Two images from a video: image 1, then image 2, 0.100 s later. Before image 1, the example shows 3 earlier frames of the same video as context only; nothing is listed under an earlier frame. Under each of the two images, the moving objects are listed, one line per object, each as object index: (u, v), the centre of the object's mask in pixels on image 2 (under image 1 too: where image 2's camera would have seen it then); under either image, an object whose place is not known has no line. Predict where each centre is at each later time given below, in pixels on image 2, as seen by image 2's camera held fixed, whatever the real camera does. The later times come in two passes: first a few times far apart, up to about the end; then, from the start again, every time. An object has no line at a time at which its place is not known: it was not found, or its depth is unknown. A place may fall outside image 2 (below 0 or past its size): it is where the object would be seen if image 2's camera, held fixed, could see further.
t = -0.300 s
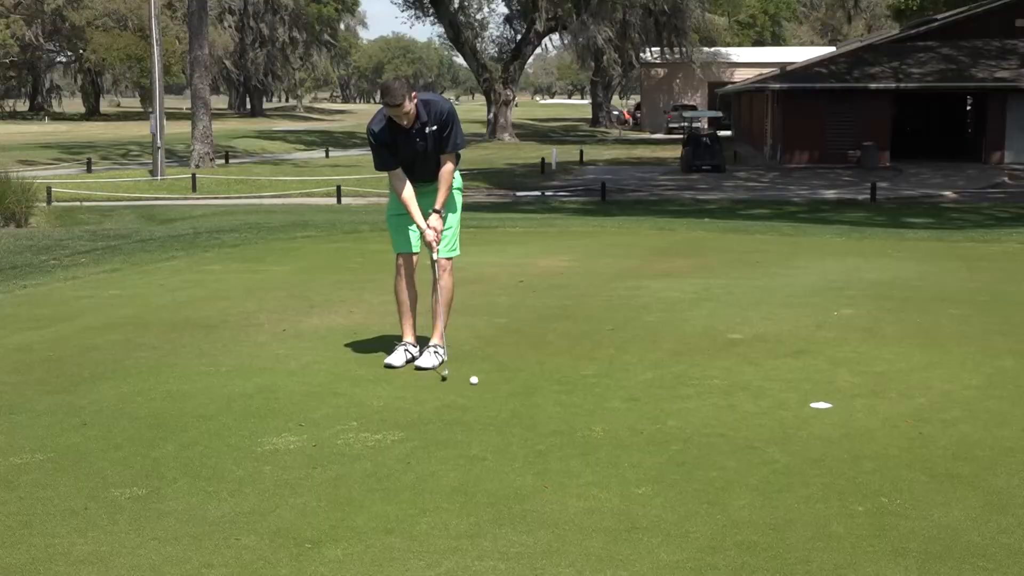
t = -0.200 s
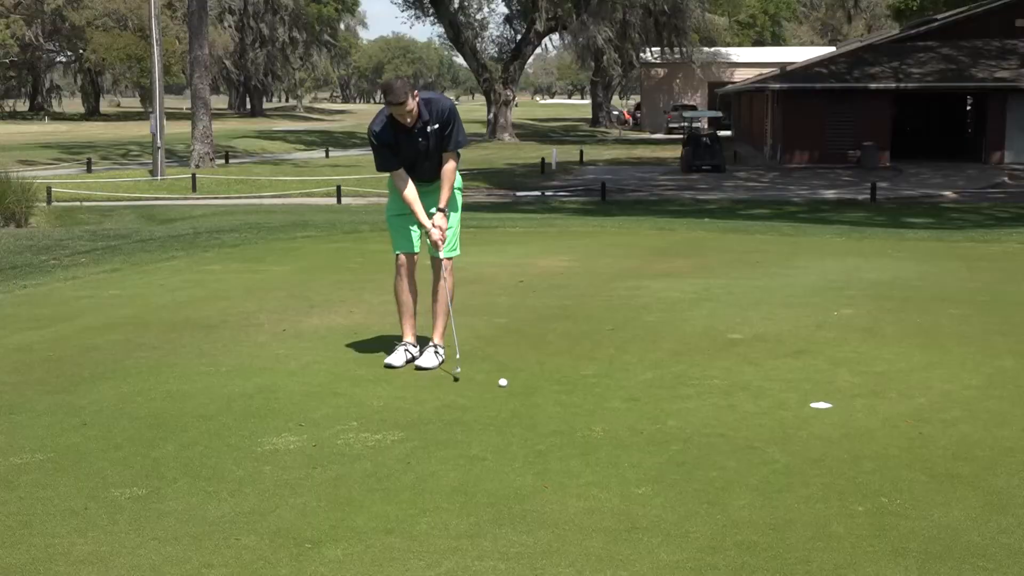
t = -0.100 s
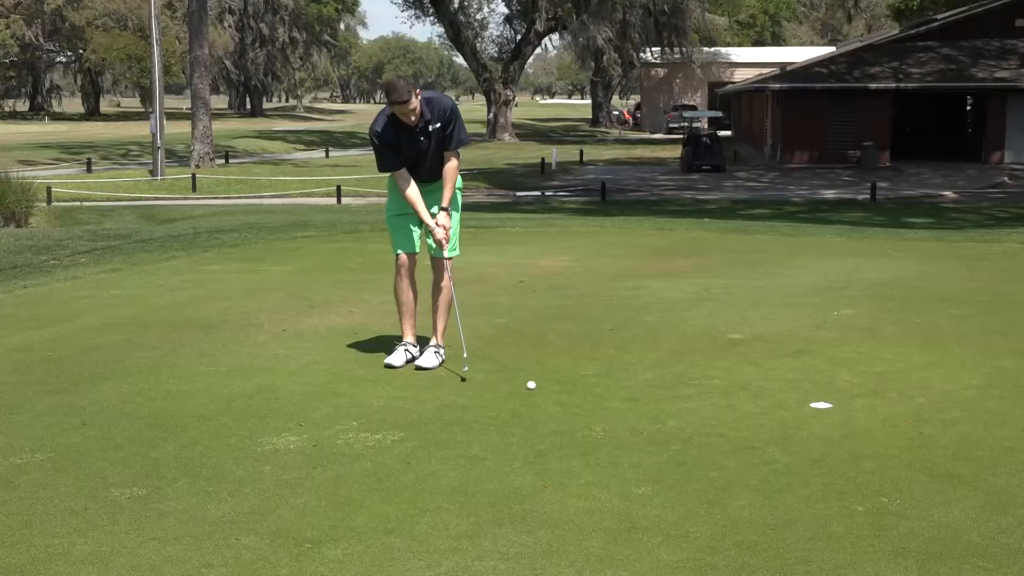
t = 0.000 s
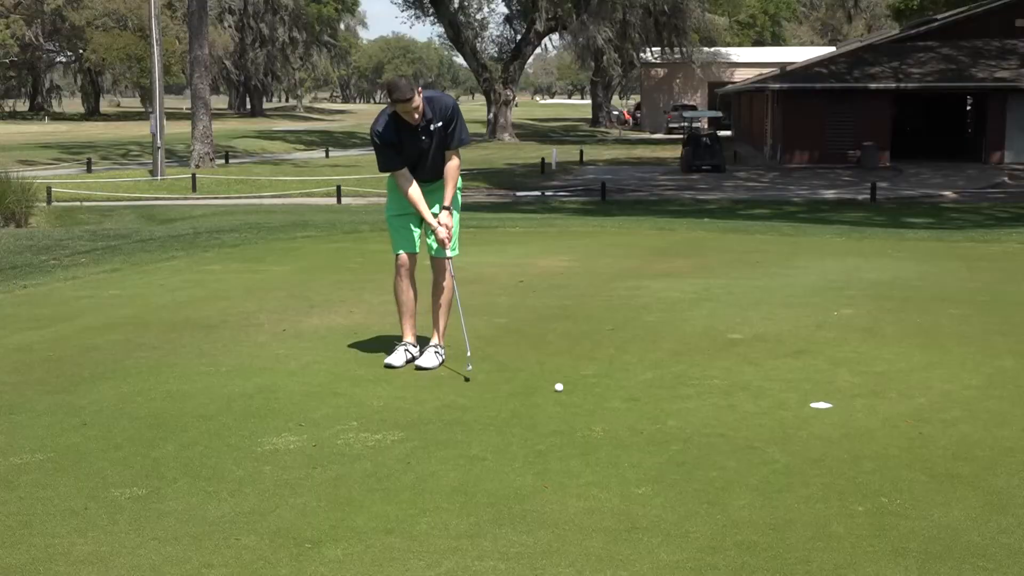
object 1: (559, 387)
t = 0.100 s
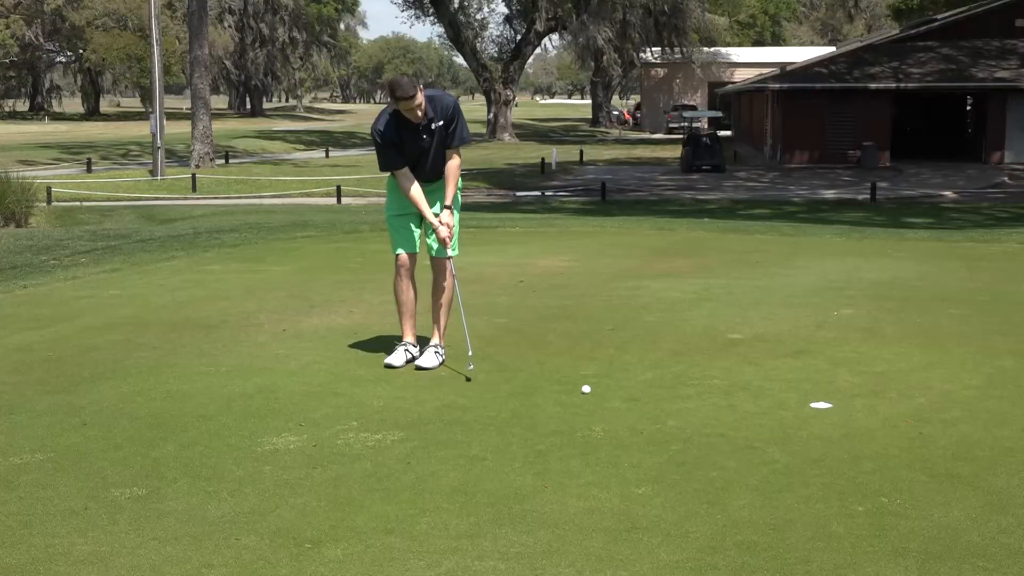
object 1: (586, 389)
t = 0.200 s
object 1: (612, 391)
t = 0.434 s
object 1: (671, 395)
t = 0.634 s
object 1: (717, 397)
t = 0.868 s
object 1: (767, 399)
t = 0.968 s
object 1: (786, 399)
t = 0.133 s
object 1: (595, 390)
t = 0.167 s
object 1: (603, 391)
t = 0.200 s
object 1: (612, 391)
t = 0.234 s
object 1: (621, 392)
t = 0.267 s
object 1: (629, 393)
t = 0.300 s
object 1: (638, 393)
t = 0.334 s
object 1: (646, 394)
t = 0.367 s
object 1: (654, 394)
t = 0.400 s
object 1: (663, 394)
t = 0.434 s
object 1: (671, 395)
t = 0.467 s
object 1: (679, 395)
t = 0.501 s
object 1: (687, 396)
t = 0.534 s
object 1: (695, 396)
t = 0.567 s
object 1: (702, 396)
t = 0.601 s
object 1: (710, 397)
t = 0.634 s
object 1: (717, 397)
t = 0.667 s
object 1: (725, 398)
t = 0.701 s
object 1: (732, 398)
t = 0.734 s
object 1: (739, 398)
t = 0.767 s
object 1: (746, 398)
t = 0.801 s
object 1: (753, 398)
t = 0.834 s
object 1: (760, 399)
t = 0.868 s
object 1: (767, 399)
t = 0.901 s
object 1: (773, 399)
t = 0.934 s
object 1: (779, 399)
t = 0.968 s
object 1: (786, 399)
